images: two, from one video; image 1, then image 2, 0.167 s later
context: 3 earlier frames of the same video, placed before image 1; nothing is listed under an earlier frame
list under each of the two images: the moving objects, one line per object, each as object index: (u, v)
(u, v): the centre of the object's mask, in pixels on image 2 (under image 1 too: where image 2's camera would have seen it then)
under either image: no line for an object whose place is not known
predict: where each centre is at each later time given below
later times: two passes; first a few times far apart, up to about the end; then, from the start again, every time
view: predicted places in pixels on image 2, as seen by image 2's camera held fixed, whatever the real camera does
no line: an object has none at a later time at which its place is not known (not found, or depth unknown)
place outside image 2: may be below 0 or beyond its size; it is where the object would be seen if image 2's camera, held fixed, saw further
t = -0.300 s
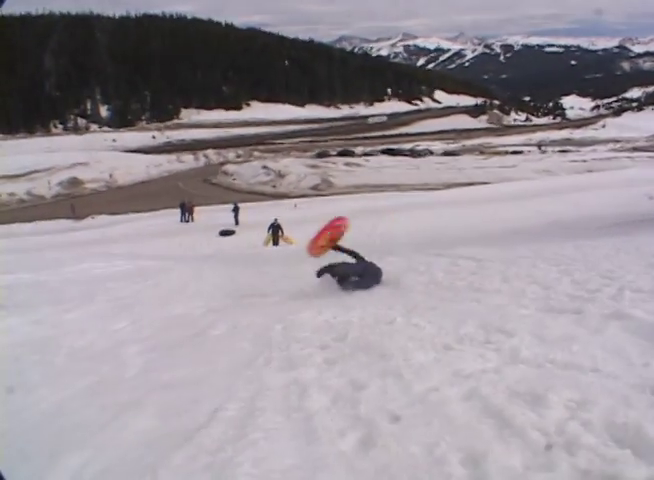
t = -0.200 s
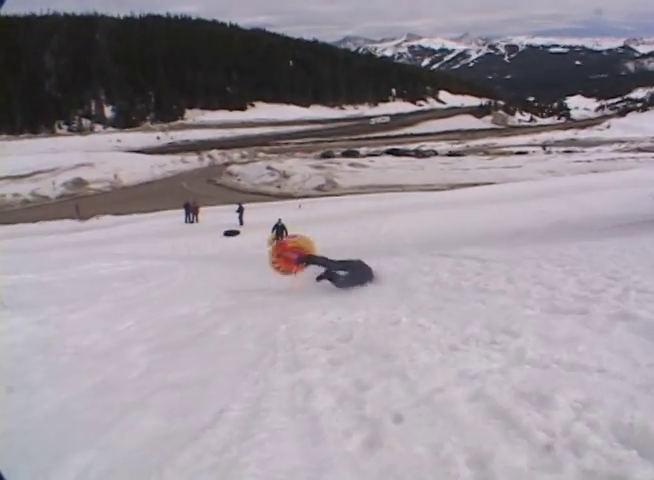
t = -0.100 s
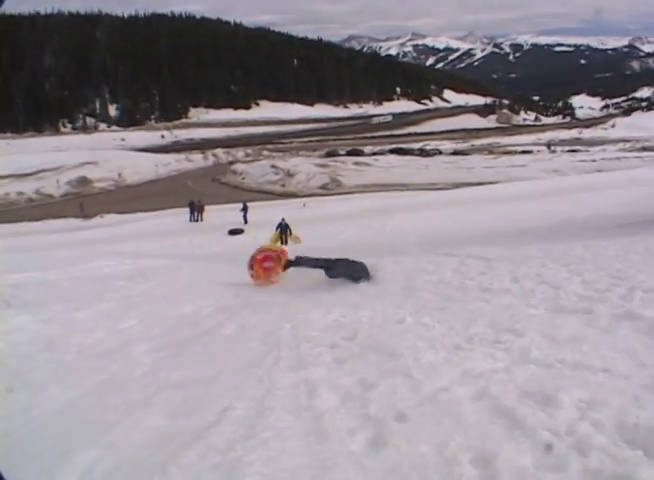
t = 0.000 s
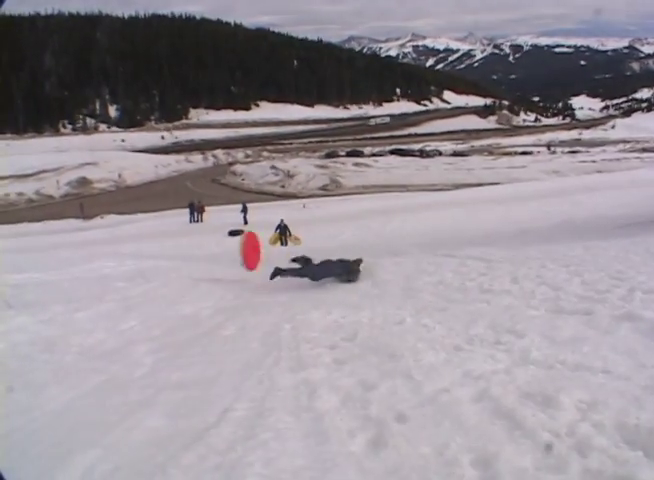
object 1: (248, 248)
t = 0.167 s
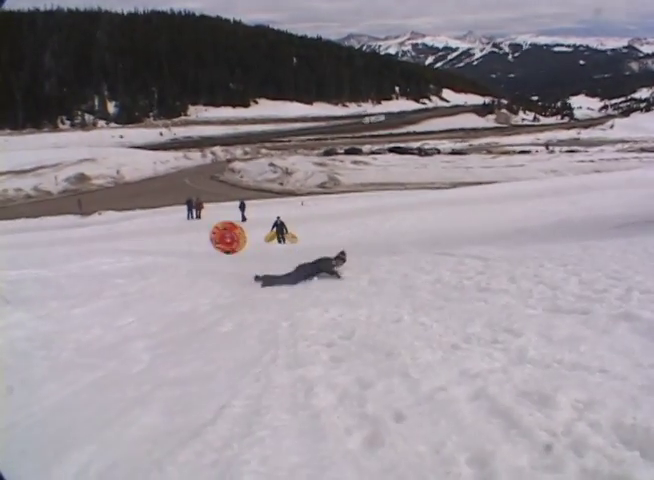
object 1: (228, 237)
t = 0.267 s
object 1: (218, 240)
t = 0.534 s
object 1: (202, 256)
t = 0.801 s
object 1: (192, 249)
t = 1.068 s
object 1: (183, 250)
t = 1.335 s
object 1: (179, 242)
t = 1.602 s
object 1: (175, 249)
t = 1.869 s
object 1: (174, 249)
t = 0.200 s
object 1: (225, 238)
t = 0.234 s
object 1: (221, 239)
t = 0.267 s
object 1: (218, 240)
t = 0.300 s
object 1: (214, 242)
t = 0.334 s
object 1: (212, 243)
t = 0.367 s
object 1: (210, 244)
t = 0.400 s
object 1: (208, 246)
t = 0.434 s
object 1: (206, 249)
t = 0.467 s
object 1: (205, 251)
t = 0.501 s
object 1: (204, 253)
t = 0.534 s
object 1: (202, 256)
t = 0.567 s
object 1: (200, 255)
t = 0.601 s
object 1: (199, 253)
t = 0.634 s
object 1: (197, 252)
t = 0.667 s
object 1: (196, 251)
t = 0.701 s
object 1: (195, 250)
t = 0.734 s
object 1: (194, 249)
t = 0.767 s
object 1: (193, 249)
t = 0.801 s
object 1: (192, 249)
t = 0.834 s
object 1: (190, 249)
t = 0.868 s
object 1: (190, 249)
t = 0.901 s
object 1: (188, 249)
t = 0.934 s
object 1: (188, 250)
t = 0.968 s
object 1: (186, 251)
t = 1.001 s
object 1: (185, 252)
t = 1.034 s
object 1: (184, 251)
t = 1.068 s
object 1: (183, 250)
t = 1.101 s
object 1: (183, 248)
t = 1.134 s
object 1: (182, 246)
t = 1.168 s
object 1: (181, 244)
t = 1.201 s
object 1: (181, 244)
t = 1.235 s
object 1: (180, 243)
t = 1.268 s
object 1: (180, 242)
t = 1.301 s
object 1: (179, 242)
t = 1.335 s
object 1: (179, 242)
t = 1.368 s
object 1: (178, 243)
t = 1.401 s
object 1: (178, 243)
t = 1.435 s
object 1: (177, 244)
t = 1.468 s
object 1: (177, 245)
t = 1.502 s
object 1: (177, 247)
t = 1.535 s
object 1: (176, 247)
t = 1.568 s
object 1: (176, 248)
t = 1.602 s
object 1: (175, 249)
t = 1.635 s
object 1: (175, 249)
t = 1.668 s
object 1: (175, 249)
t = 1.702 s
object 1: (175, 250)
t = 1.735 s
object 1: (174, 250)
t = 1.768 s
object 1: (174, 250)
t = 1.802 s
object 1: (174, 250)
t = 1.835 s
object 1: (174, 250)
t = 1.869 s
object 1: (174, 249)
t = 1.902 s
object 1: (174, 249)
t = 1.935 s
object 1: (174, 249)
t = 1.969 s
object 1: (175, 248)
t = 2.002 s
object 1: (175, 248)
